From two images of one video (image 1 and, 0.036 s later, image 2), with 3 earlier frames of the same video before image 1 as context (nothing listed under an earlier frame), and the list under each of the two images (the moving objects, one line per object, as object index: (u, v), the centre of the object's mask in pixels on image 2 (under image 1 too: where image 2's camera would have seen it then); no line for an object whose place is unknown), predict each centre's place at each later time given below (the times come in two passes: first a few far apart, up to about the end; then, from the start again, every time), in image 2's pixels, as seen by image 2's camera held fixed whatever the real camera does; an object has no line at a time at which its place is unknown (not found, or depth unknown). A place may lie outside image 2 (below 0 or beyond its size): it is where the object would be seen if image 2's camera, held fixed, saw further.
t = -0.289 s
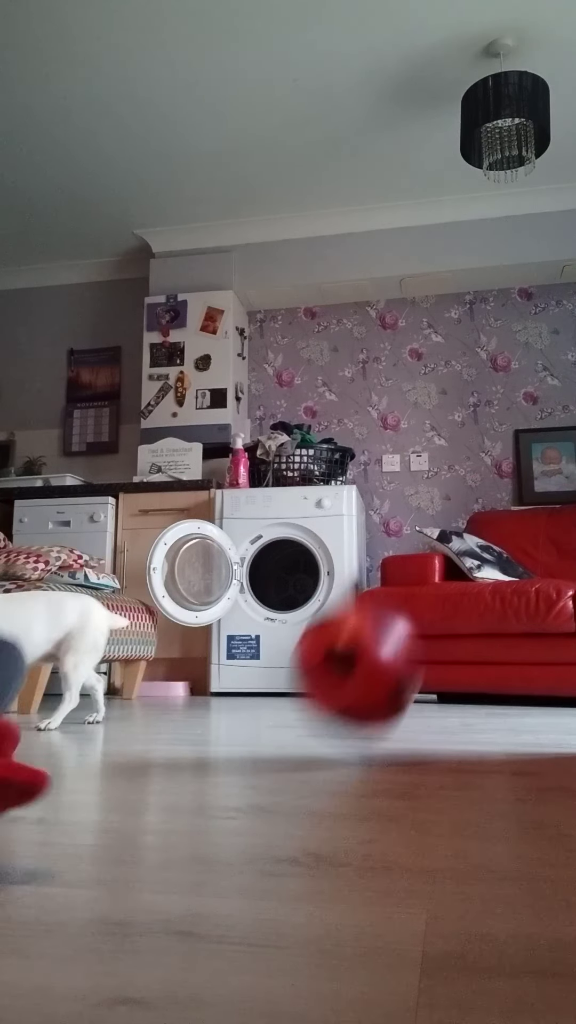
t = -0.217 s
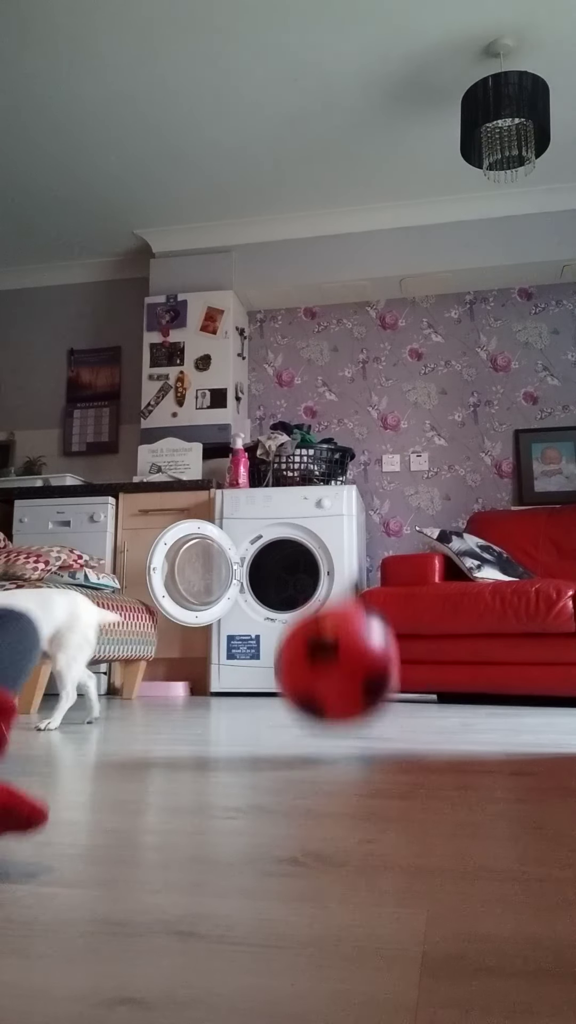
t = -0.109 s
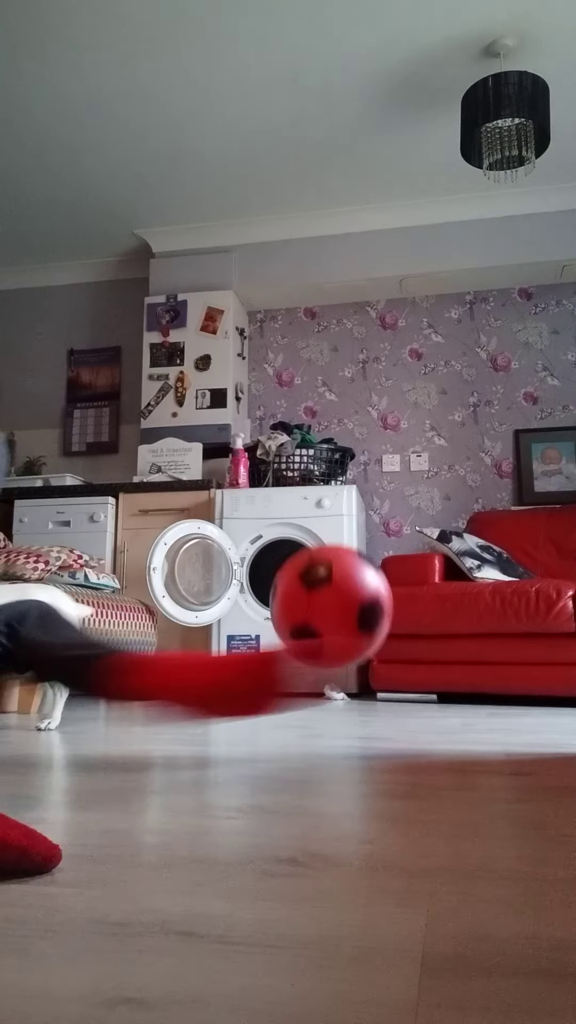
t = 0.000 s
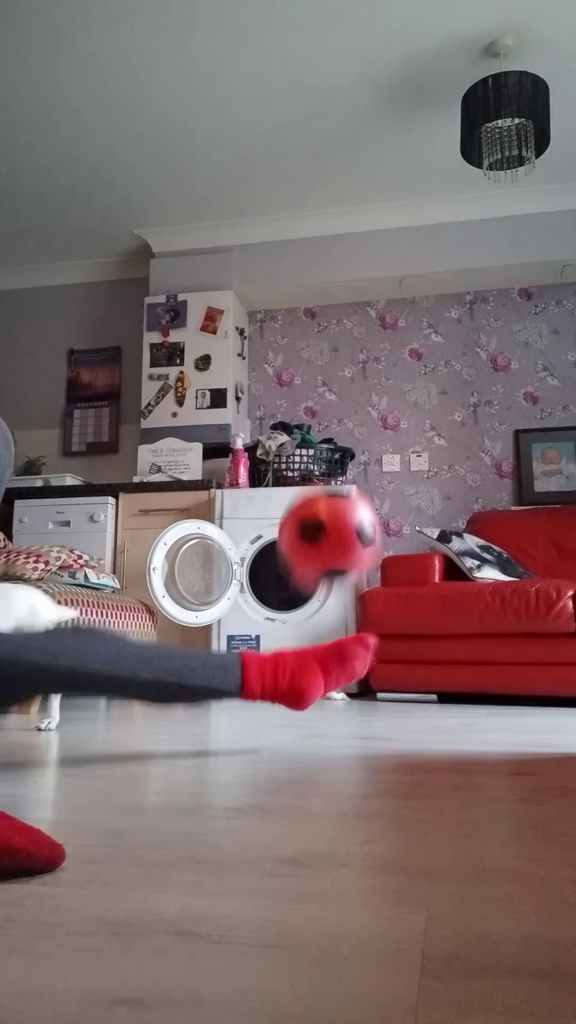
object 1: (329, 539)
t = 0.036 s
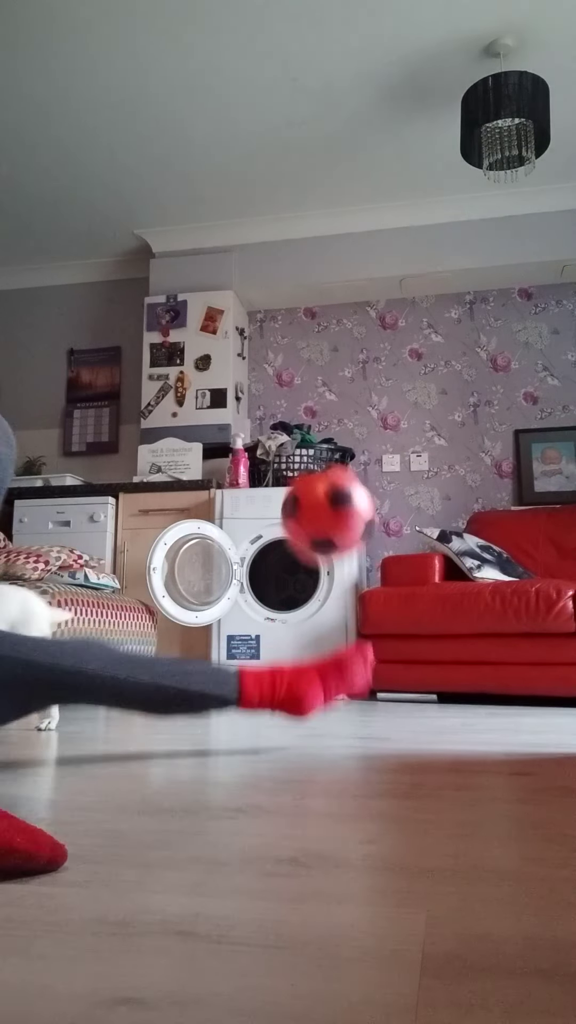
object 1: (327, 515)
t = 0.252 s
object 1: (326, 517)
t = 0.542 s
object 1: (329, 672)
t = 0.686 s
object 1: (302, 623)
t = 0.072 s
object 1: (327, 498)
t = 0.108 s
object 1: (327, 490)
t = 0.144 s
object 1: (326, 489)
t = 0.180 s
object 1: (326, 495)
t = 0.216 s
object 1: (327, 504)
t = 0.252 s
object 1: (326, 517)
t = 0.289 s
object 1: (326, 531)
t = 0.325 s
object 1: (325, 547)
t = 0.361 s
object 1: (325, 563)
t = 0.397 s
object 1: (327, 581)
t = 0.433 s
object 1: (329, 601)
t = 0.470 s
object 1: (331, 626)
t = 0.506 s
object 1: (330, 650)
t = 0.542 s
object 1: (329, 672)
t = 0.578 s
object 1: (325, 664)
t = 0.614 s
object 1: (319, 649)
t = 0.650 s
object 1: (315, 639)
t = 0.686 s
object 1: (302, 623)
